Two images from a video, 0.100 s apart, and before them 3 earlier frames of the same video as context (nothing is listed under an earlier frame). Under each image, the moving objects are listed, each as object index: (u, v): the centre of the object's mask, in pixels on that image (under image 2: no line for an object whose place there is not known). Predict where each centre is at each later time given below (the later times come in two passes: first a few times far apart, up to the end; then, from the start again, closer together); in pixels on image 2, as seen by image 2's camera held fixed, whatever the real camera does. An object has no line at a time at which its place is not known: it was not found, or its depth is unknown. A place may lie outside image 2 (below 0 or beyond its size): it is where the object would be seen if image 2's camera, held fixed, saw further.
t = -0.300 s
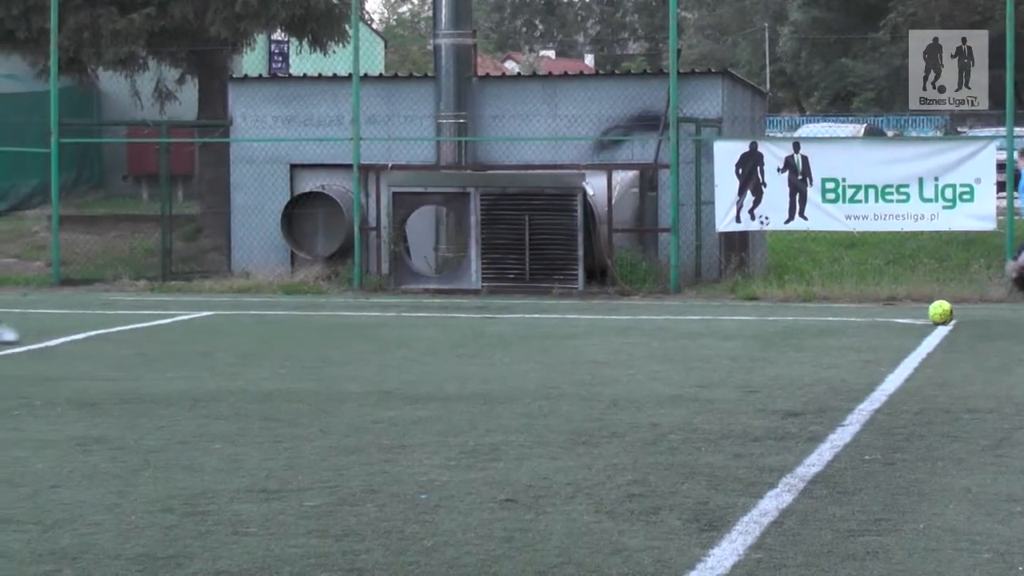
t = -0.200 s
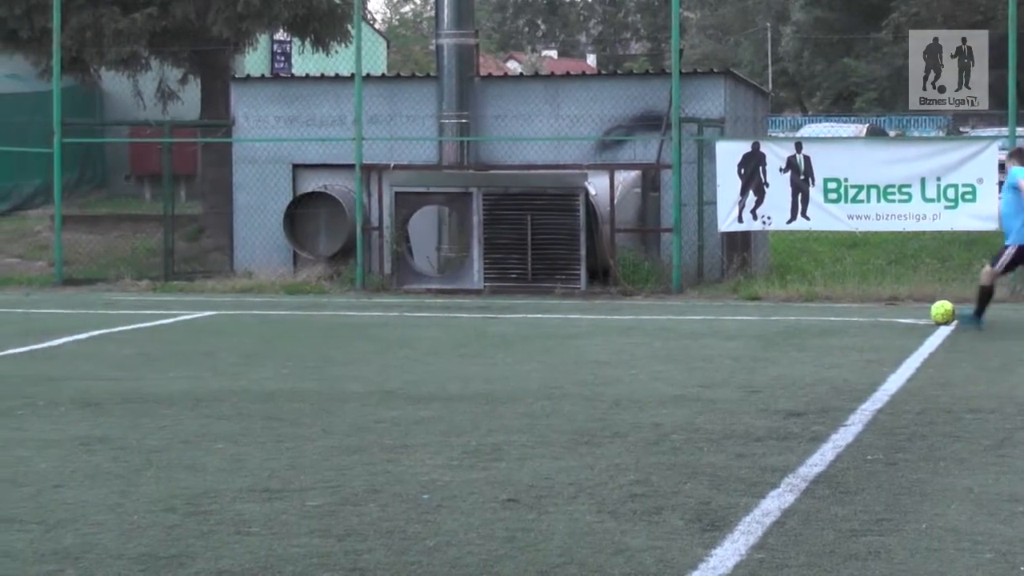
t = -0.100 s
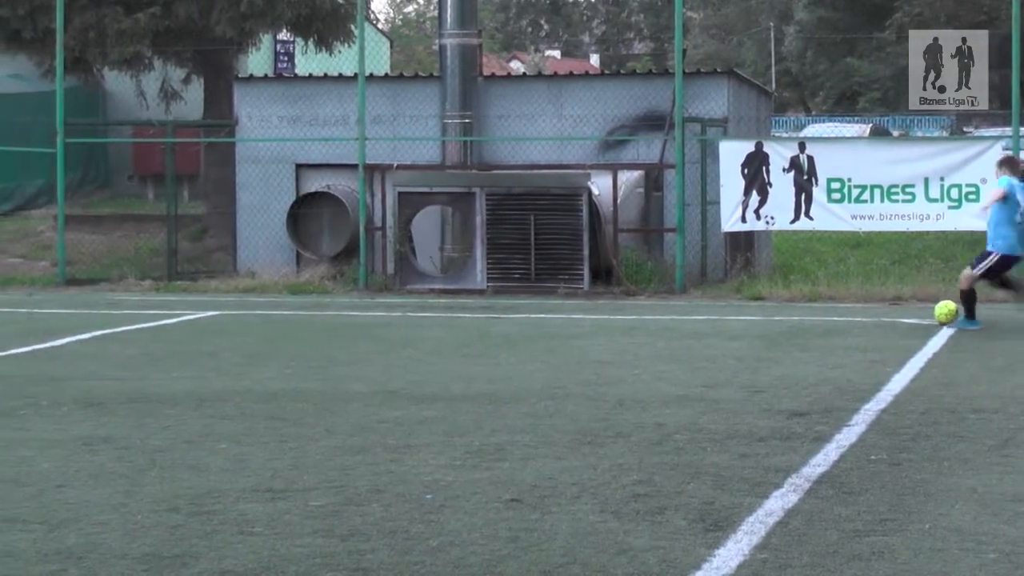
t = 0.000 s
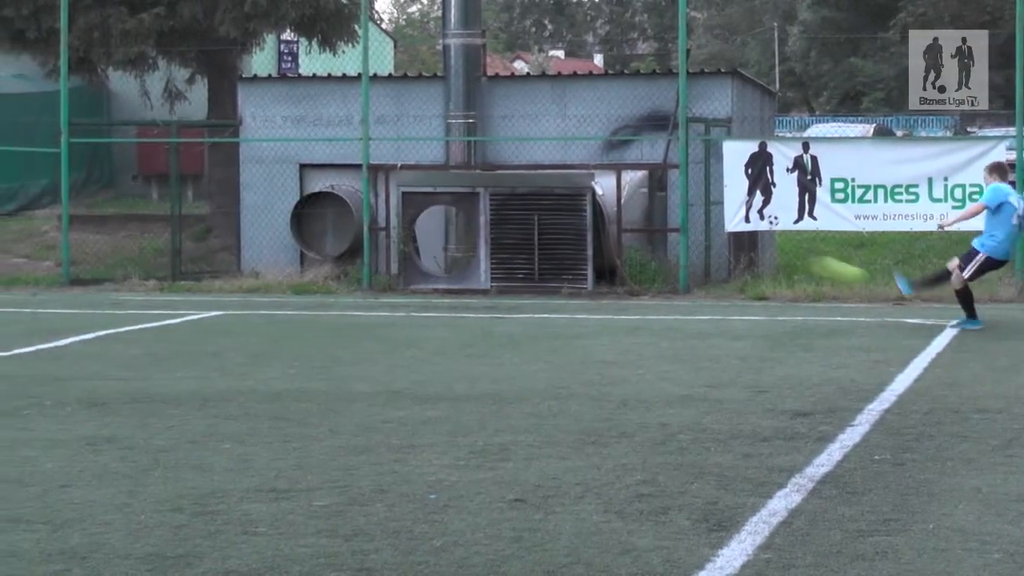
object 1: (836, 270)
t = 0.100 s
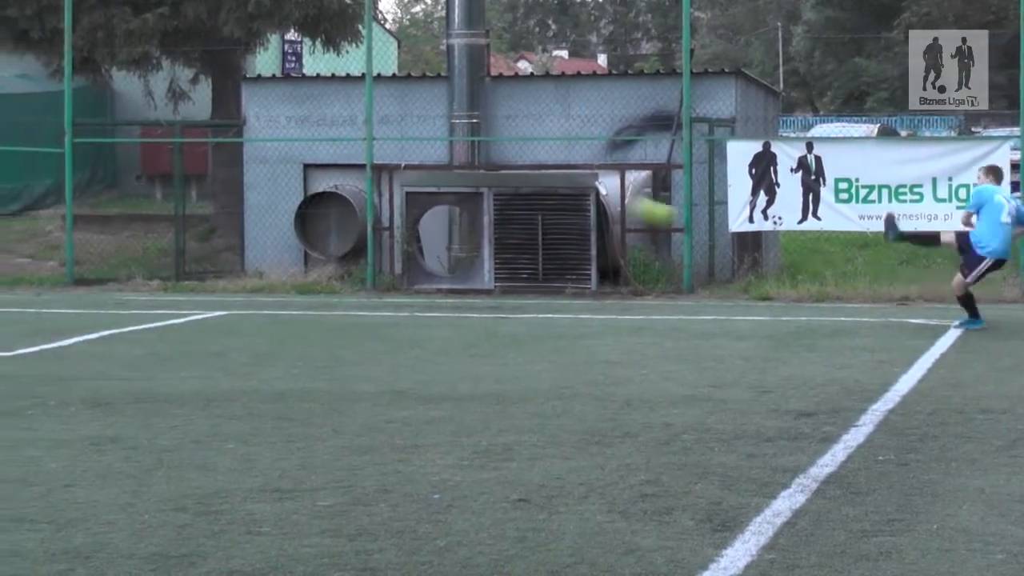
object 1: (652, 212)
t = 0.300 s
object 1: (284, 122)
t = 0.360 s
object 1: (173, 103)
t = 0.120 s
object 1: (609, 197)
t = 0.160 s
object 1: (537, 179)
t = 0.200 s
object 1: (469, 161)
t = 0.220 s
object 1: (433, 152)
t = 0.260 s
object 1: (354, 136)
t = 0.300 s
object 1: (284, 122)
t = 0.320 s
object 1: (247, 116)
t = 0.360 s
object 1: (173, 103)
